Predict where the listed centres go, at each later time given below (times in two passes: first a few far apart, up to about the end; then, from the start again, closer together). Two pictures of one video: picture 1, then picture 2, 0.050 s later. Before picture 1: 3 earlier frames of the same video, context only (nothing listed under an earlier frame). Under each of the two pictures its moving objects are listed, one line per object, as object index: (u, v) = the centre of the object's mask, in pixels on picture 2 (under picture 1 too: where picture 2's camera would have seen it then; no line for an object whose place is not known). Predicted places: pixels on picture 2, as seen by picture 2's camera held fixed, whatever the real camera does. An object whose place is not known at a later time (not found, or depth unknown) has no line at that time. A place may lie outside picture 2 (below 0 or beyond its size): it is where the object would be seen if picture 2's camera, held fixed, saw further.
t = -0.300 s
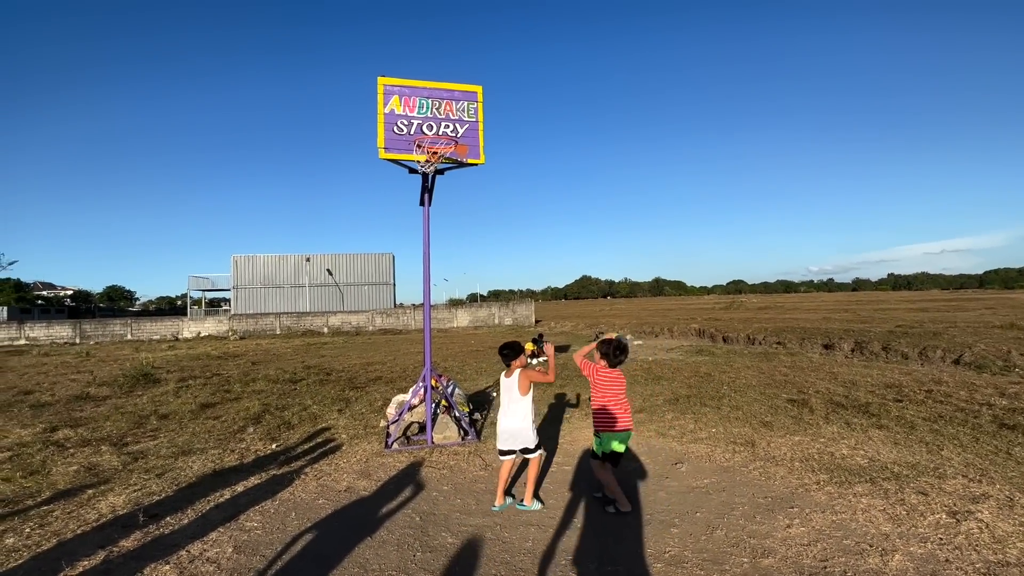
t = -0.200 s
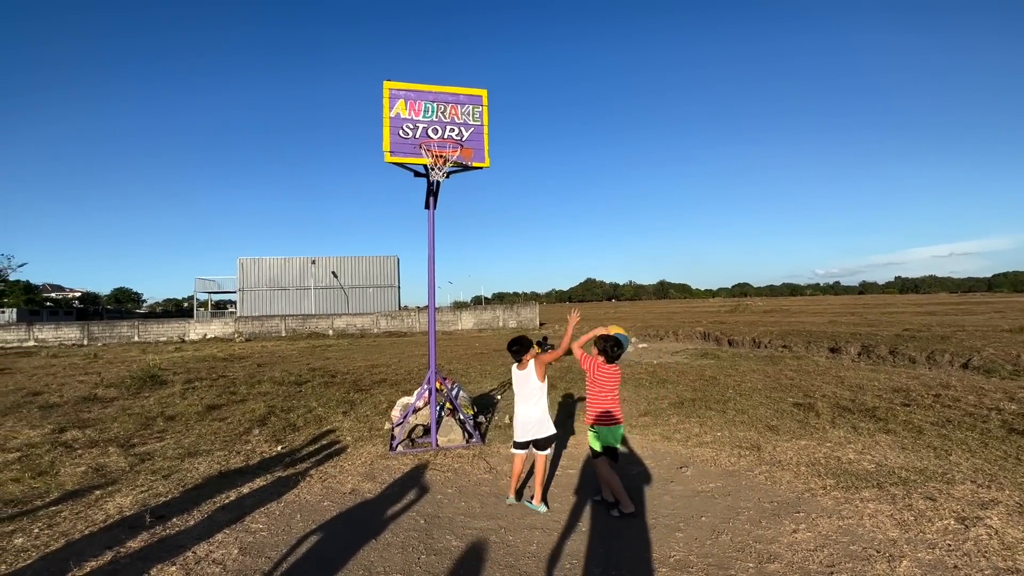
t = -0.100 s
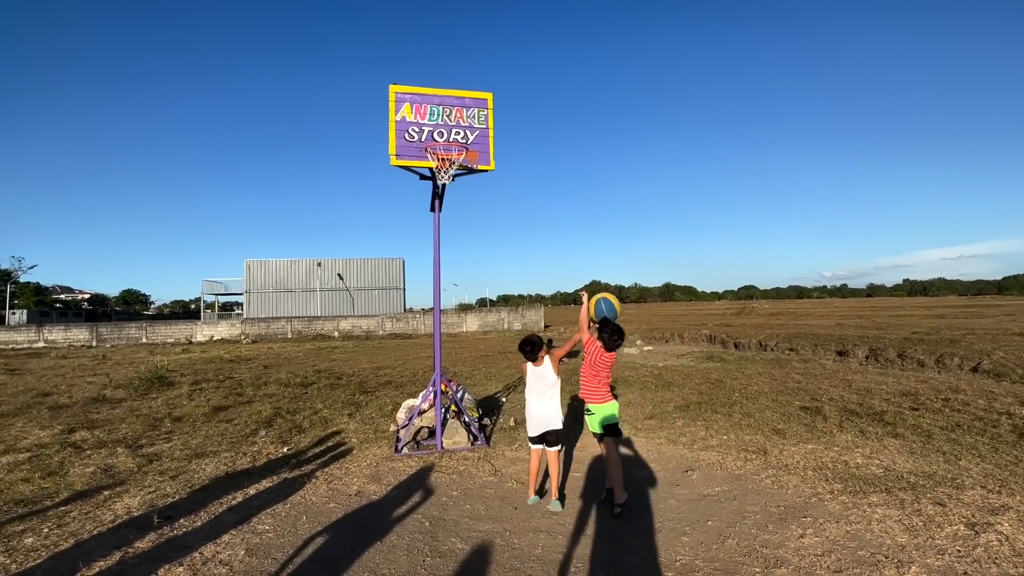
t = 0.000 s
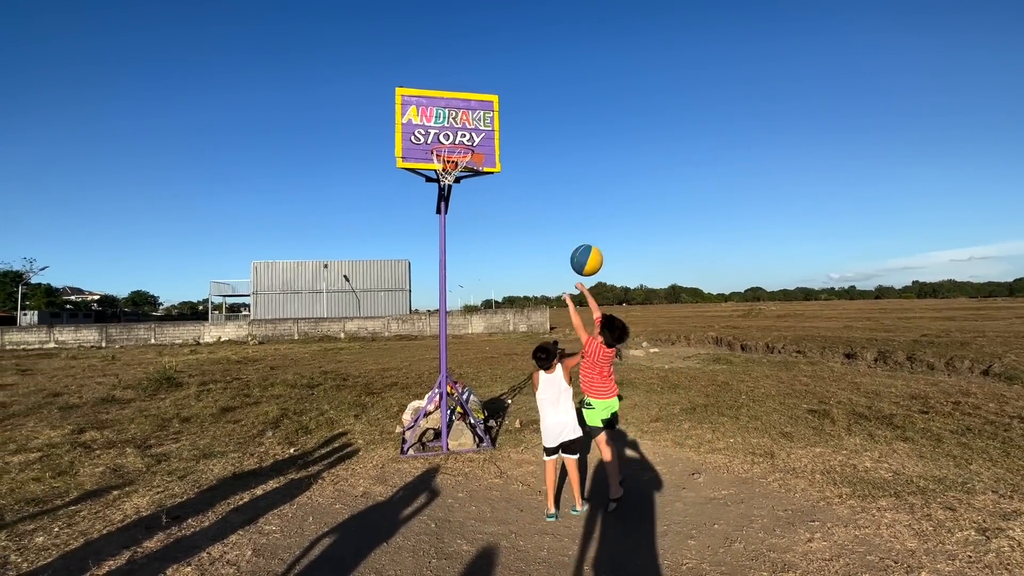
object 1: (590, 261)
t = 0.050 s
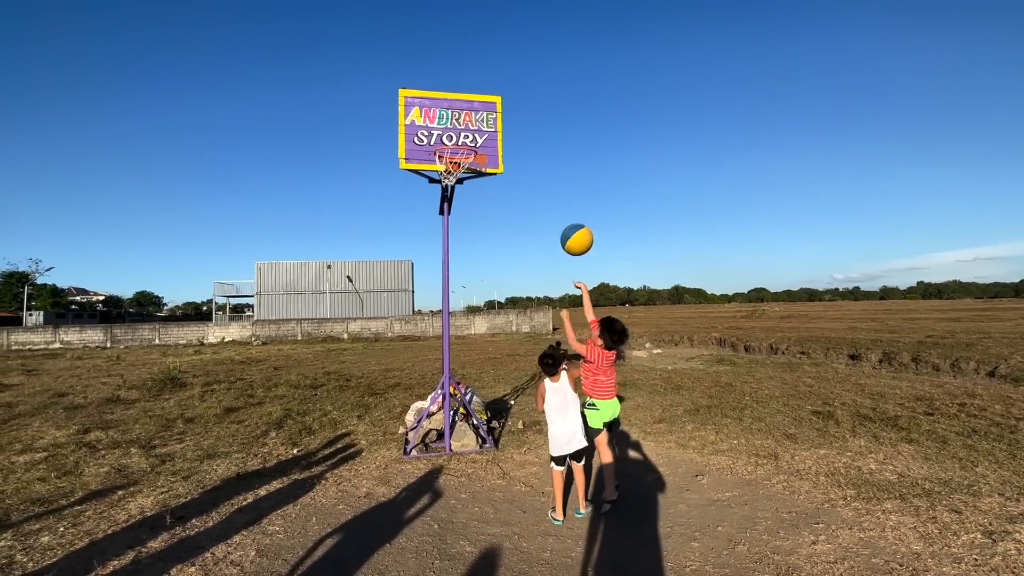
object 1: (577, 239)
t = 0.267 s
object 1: (520, 182)
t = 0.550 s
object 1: (443, 200)
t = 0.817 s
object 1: (363, 330)
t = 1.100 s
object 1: (269, 547)
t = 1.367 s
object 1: (266, 366)
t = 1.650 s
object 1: (251, 308)
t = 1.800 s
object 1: (242, 335)
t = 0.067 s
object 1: (572, 233)
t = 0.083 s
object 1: (568, 227)
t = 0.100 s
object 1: (563, 221)
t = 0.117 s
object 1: (559, 215)
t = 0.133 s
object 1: (555, 210)
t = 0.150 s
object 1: (551, 206)
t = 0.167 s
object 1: (546, 201)
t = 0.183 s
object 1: (542, 197)
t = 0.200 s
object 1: (537, 193)
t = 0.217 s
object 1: (533, 190)
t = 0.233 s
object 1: (529, 187)
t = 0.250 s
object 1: (524, 184)
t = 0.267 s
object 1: (520, 182)
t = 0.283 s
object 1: (516, 180)
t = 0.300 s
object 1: (511, 179)
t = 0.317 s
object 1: (507, 178)
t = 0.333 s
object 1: (503, 177)
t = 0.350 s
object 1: (498, 176)
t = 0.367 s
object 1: (494, 176)
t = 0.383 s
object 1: (489, 177)
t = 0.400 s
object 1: (485, 177)
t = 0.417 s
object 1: (480, 178)
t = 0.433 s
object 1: (476, 179)
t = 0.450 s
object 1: (472, 181)
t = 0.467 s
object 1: (467, 183)
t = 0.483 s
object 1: (462, 186)
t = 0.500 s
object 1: (457, 189)
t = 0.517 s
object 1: (453, 192)
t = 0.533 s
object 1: (448, 196)
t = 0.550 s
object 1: (443, 200)
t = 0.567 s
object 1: (438, 205)
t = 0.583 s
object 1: (434, 210)
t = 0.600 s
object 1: (428, 215)
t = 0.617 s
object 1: (424, 221)
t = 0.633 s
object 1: (419, 228)
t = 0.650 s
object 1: (414, 234)
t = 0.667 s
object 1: (409, 242)
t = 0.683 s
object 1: (404, 249)
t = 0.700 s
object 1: (399, 258)
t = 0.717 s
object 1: (394, 266)
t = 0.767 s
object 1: (379, 296)
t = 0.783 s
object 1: (374, 307)
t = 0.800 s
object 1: (368, 318)
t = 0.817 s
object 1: (363, 330)
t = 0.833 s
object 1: (358, 342)
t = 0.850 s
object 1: (352, 356)
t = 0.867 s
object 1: (346, 369)
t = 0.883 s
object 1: (340, 383)
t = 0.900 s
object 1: (334, 398)
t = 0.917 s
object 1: (329, 414)
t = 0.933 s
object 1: (323, 430)
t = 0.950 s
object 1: (317, 447)
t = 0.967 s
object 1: (309, 465)
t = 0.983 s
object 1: (302, 483)
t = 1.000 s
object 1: (295, 502)
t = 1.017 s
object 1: (289, 522)
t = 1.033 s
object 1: (282, 542)
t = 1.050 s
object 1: (275, 564)
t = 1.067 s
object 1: (269, 577)
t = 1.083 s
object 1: (269, 563)
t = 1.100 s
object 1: (269, 547)
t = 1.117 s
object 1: (269, 532)
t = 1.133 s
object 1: (268, 519)
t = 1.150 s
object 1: (268, 504)
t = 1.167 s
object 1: (270, 490)
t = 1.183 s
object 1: (271, 476)
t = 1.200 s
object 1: (271, 465)
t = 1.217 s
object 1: (270, 453)
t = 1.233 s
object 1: (269, 442)
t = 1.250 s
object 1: (269, 431)
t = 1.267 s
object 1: (268, 420)
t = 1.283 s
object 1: (267, 410)
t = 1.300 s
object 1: (267, 400)
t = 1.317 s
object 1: (267, 391)
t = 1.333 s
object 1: (266, 382)
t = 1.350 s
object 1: (266, 374)
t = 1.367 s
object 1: (266, 366)
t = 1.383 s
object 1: (265, 359)
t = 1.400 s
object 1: (264, 352)
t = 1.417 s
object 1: (264, 346)
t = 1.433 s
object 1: (262, 340)
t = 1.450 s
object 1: (261, 335)
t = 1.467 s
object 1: (261, 330)
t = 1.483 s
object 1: (260, 326)
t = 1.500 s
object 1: (259, 322)
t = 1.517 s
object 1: (258, 319)
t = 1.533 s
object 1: (257, 316)
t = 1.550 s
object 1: (256, 313)
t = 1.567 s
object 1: (256, 311)
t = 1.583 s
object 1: (255, 309)
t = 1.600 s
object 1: (254, 308)
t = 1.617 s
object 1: (253, 308)
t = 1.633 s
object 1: (252, 308)
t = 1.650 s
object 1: (251, 308)
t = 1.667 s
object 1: (251, 309)
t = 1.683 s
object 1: (250, 310)
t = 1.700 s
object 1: (248, 312)
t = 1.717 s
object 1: (248, 315)
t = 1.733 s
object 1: (246, 318)
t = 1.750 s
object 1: (245, 321)
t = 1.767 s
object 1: (244, 325)
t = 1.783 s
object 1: (243, 330)
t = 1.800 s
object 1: (242, 335)
